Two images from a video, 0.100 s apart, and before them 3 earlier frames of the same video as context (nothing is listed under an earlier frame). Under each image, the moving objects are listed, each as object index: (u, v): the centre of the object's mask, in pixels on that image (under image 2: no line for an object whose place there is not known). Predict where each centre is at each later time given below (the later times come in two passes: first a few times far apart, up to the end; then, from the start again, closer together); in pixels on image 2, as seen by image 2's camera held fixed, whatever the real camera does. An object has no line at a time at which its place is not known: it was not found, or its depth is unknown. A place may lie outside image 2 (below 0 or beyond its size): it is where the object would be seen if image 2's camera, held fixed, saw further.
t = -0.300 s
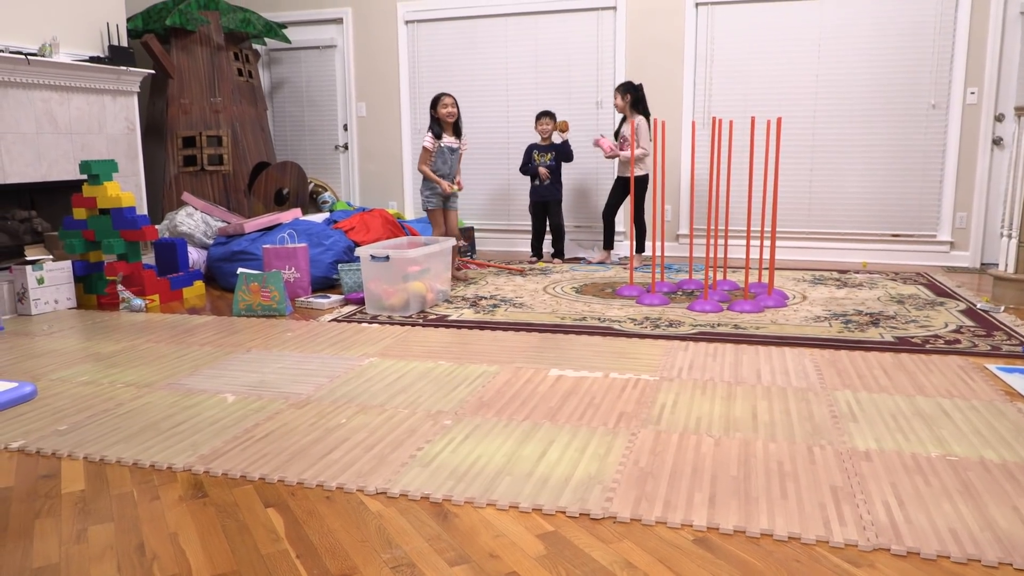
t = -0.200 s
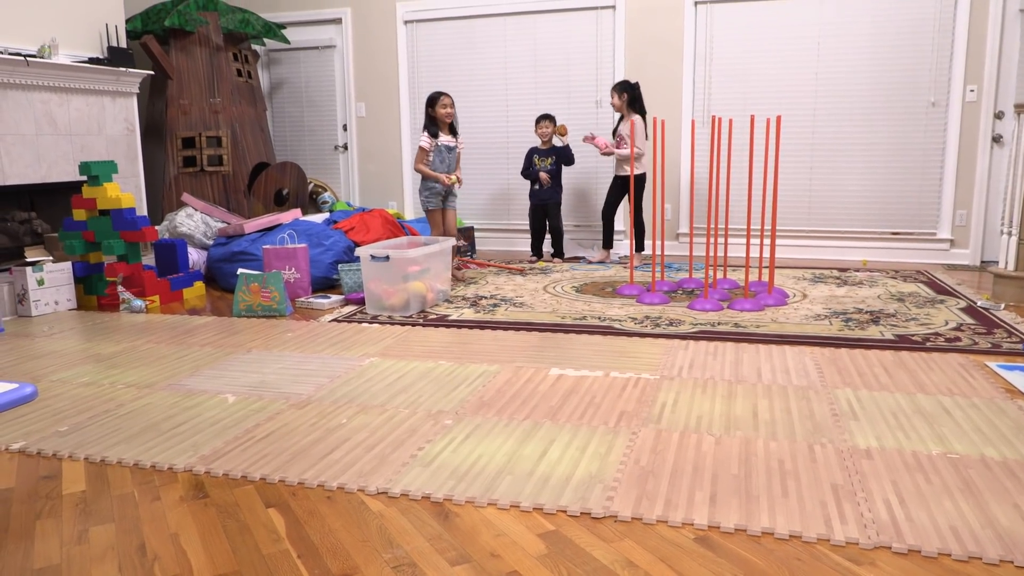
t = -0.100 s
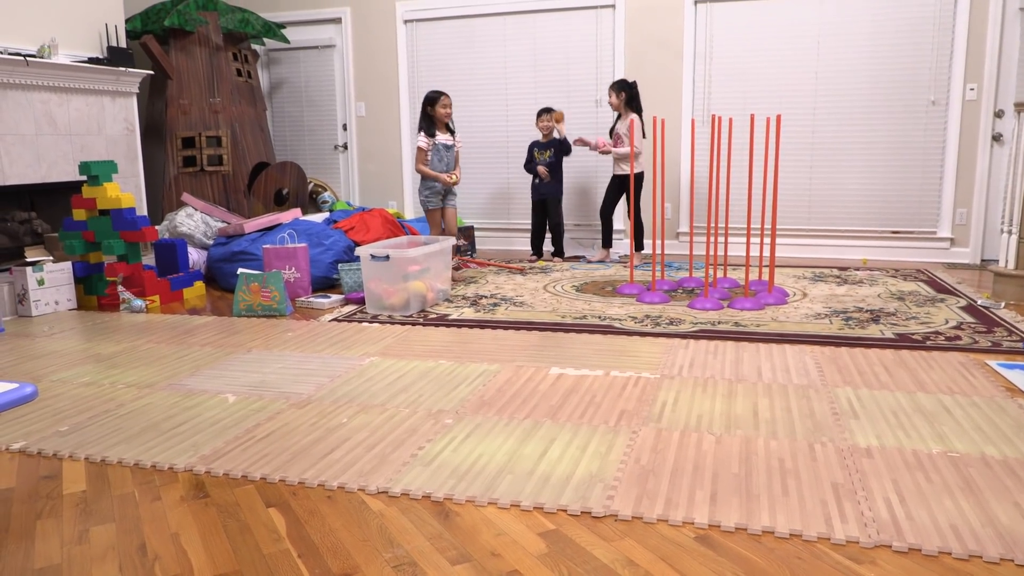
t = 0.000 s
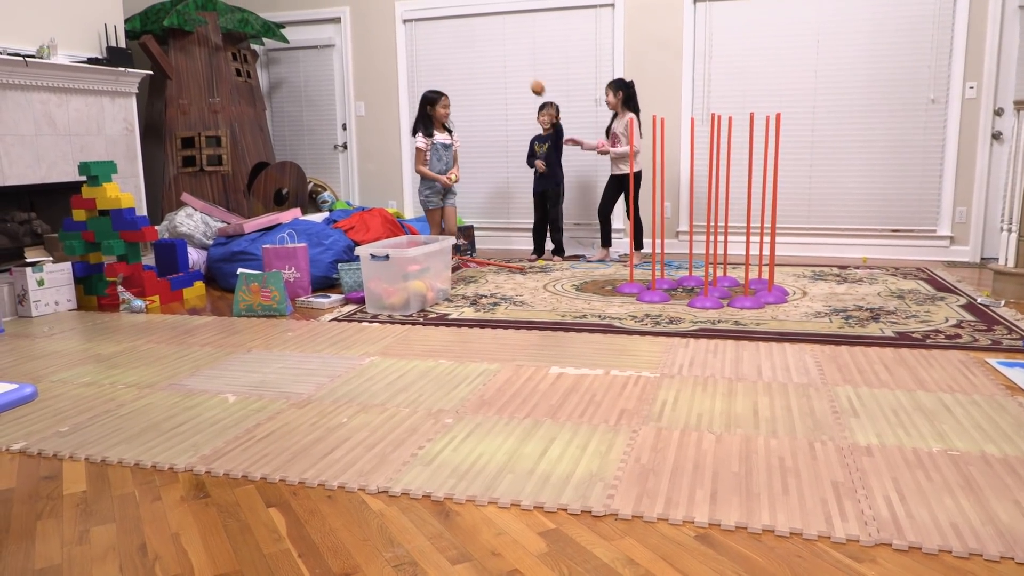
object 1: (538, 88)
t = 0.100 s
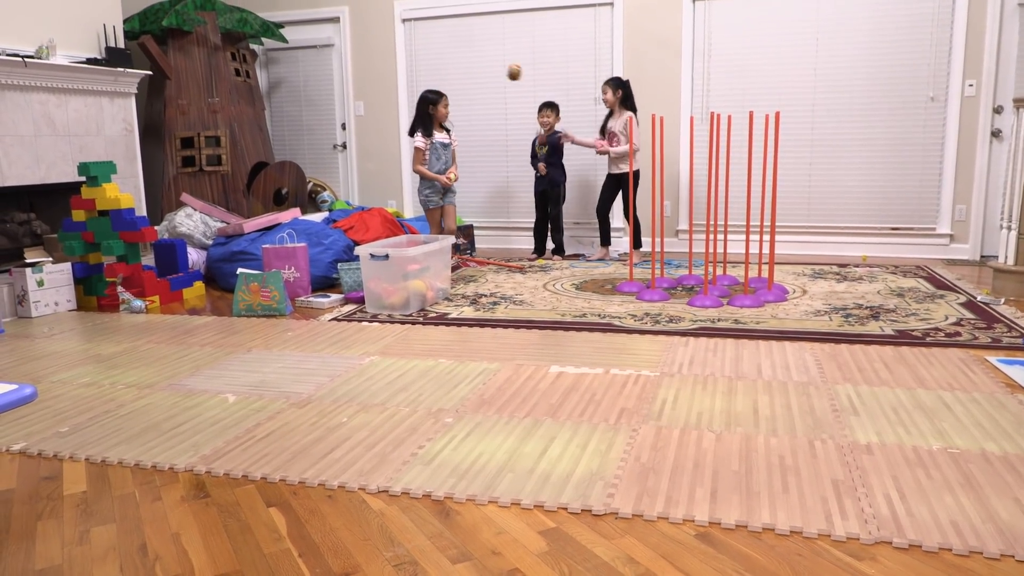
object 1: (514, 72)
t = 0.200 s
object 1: (488, 72)
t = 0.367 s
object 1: (439, 111)
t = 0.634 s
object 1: (333, 332)
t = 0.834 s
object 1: (279, 318)
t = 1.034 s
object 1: (222, 381)
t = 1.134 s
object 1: (201, 380)
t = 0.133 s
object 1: (506, 71)
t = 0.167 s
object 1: (498, 71)
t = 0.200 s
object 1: (488, 72)
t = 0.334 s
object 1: (449, 100)
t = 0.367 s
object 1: (439, 111)
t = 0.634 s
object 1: (333, 332)
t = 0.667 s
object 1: (323, 341)
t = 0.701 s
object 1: (315, 331)
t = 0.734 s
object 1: (306, 324)
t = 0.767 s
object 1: (297, 320)
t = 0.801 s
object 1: (289, 318)
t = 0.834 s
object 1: (279, 318)
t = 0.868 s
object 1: (269, 324)
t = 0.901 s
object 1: (261, 328)
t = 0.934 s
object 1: (251, 336)
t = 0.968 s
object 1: (241, 348)
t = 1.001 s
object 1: (232, 362)
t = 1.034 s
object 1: (222, 381)
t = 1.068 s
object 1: (212, 389)
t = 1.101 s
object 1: (206, 388)
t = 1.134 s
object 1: (201, 380)
